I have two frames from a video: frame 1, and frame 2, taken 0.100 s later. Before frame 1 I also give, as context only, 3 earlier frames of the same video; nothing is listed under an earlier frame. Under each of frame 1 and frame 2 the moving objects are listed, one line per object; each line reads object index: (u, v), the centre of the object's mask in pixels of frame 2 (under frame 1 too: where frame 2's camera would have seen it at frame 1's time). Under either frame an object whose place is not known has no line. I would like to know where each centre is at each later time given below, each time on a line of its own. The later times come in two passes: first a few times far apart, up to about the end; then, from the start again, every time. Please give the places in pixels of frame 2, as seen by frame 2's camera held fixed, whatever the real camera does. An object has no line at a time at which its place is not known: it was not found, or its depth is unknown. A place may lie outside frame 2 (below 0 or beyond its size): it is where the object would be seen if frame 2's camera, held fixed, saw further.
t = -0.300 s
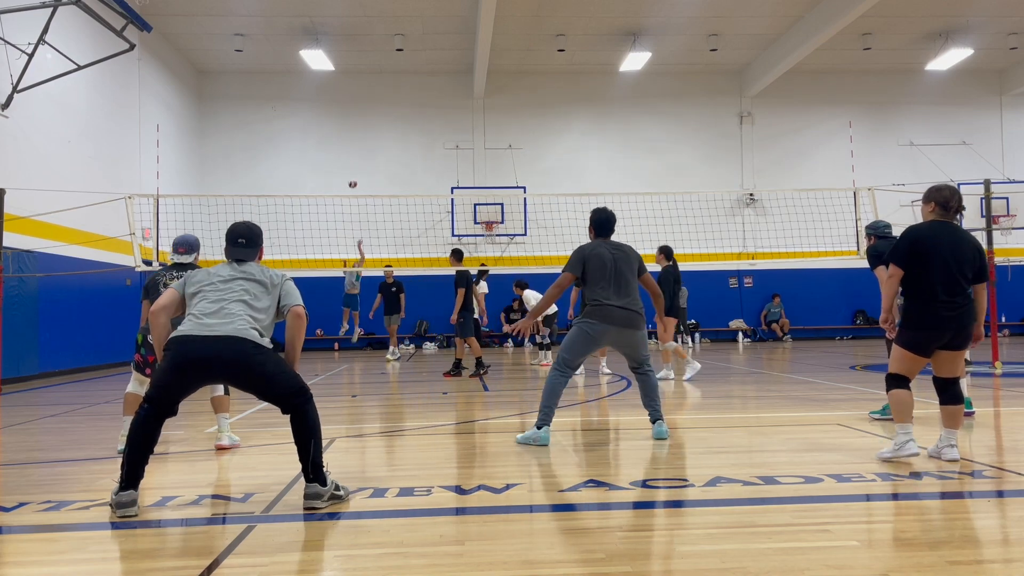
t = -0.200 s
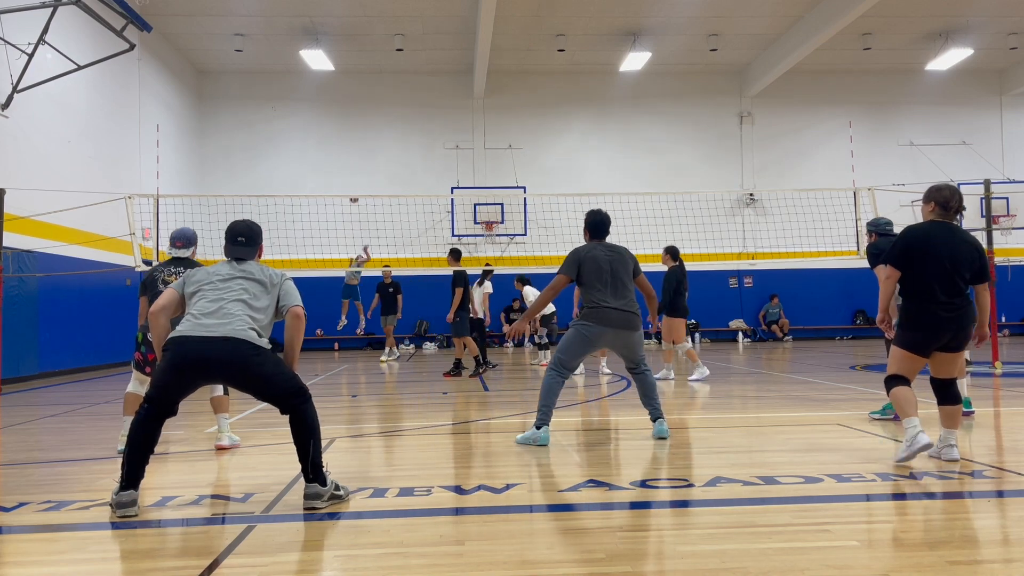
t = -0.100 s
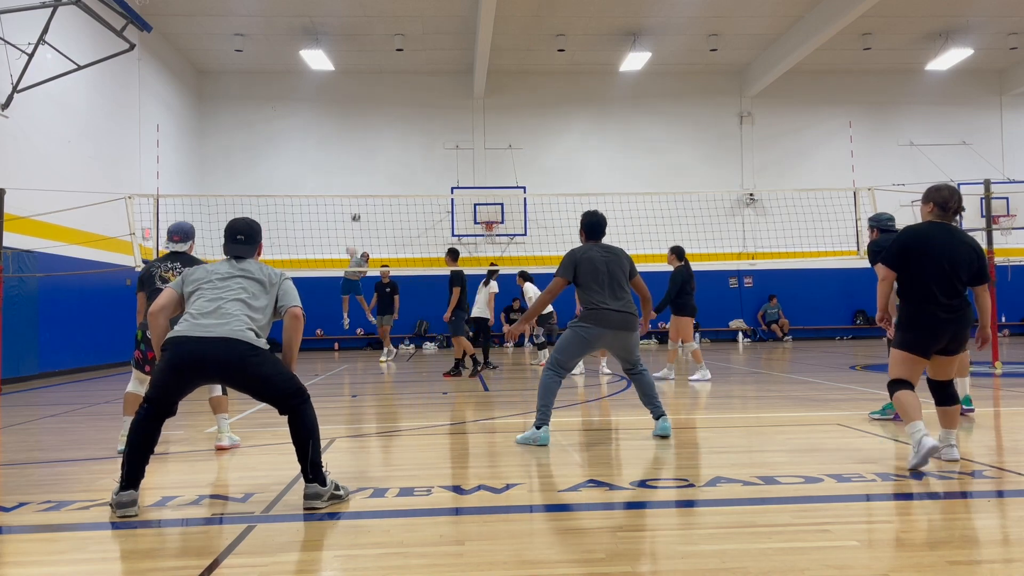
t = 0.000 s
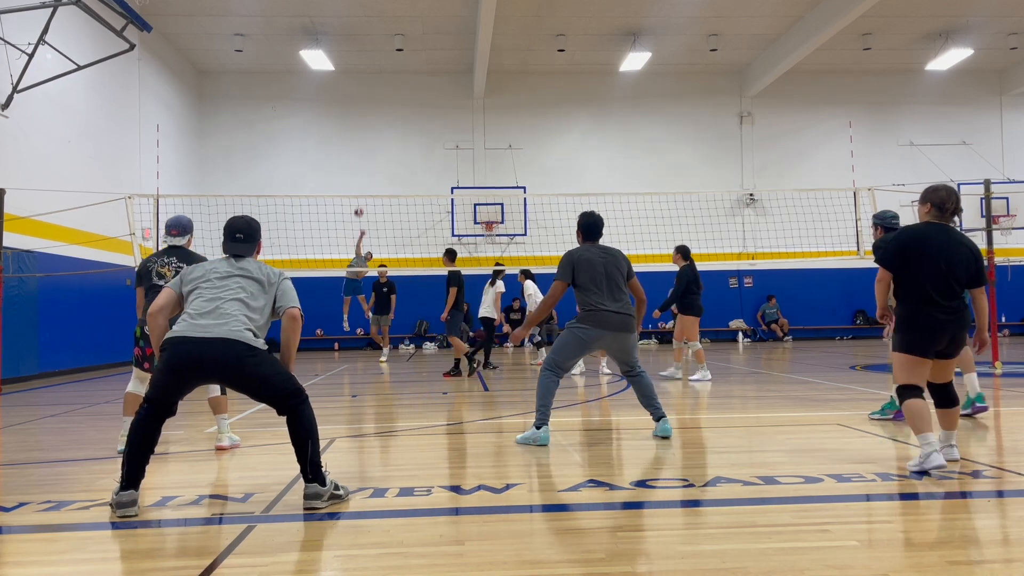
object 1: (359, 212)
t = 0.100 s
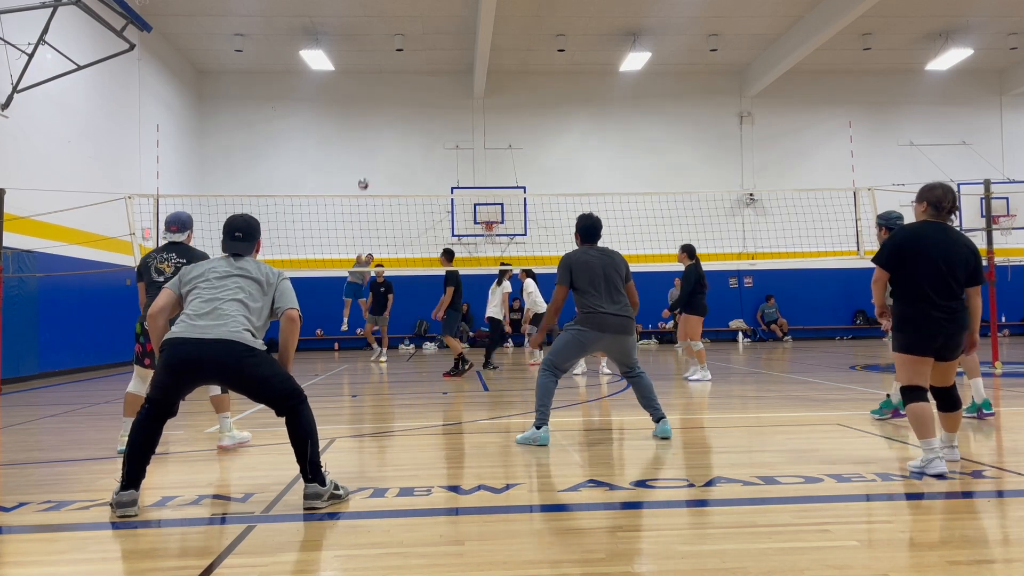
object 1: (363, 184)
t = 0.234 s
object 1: (369, 151)
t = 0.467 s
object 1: (378, 115)
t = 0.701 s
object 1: (384, 138)
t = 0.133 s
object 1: (365, 175)
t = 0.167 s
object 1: (366, 167)
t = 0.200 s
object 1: (367, 159)
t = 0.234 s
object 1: (369, 151)
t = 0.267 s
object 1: (370, 144)
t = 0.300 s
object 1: (372, 138)
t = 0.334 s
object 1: (373, 132)
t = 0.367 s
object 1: (375, 127)
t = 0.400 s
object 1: (376, 122)
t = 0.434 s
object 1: (377, 118)
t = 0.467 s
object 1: (378, 115)
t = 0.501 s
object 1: (379, 113)
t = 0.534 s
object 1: (380, 112)
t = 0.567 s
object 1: (380, 113)
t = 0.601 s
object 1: (381, 116)
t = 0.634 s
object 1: (382, 121)
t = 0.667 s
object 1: (384, 128)
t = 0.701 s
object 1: (384, 138)
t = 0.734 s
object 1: (385, 152)
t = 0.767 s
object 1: (386, 171)
